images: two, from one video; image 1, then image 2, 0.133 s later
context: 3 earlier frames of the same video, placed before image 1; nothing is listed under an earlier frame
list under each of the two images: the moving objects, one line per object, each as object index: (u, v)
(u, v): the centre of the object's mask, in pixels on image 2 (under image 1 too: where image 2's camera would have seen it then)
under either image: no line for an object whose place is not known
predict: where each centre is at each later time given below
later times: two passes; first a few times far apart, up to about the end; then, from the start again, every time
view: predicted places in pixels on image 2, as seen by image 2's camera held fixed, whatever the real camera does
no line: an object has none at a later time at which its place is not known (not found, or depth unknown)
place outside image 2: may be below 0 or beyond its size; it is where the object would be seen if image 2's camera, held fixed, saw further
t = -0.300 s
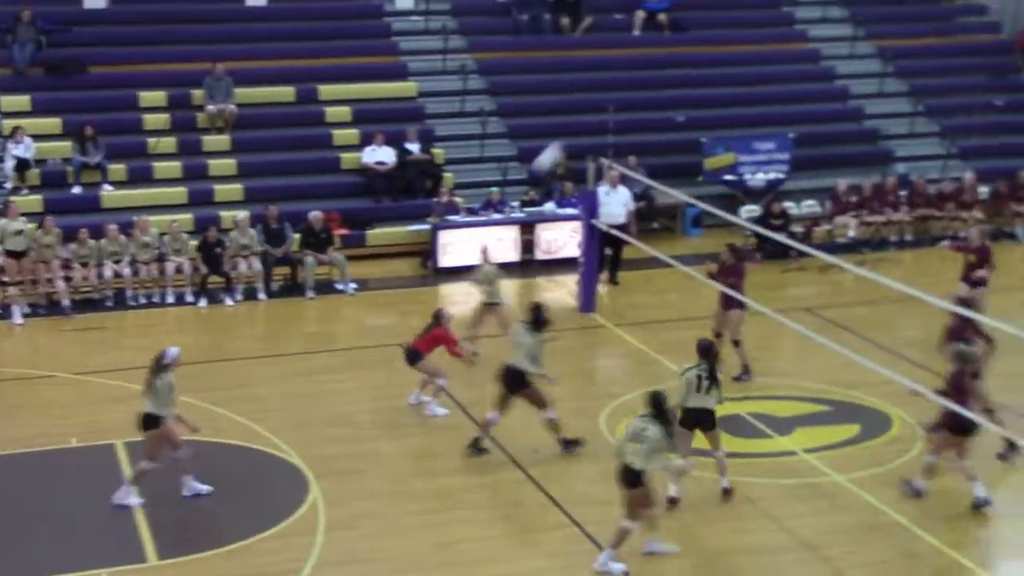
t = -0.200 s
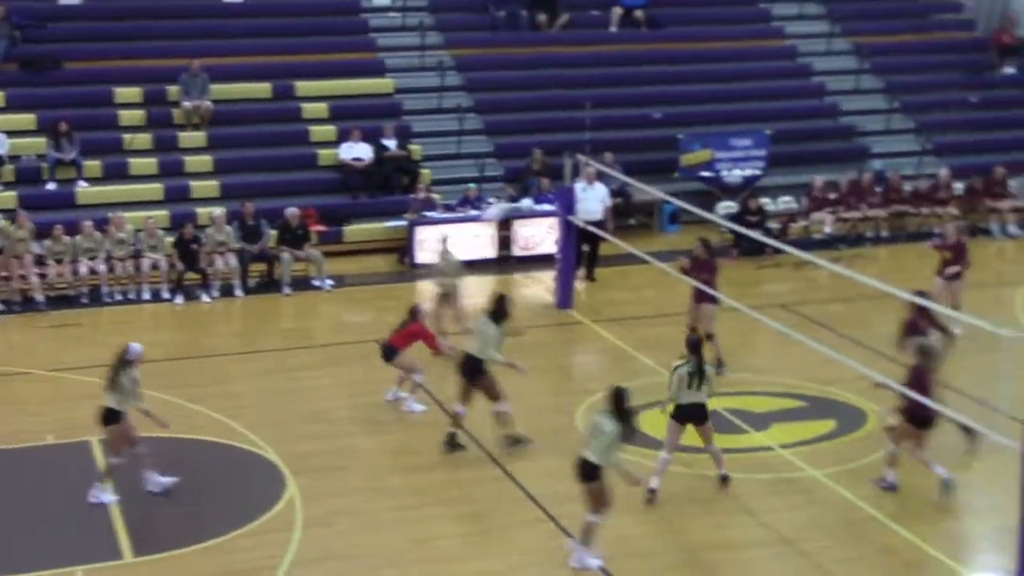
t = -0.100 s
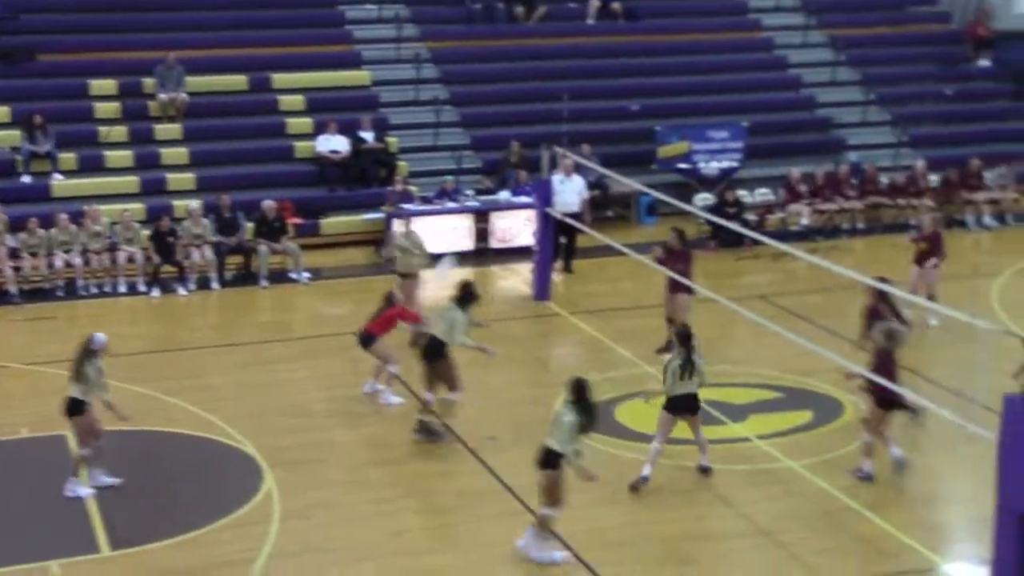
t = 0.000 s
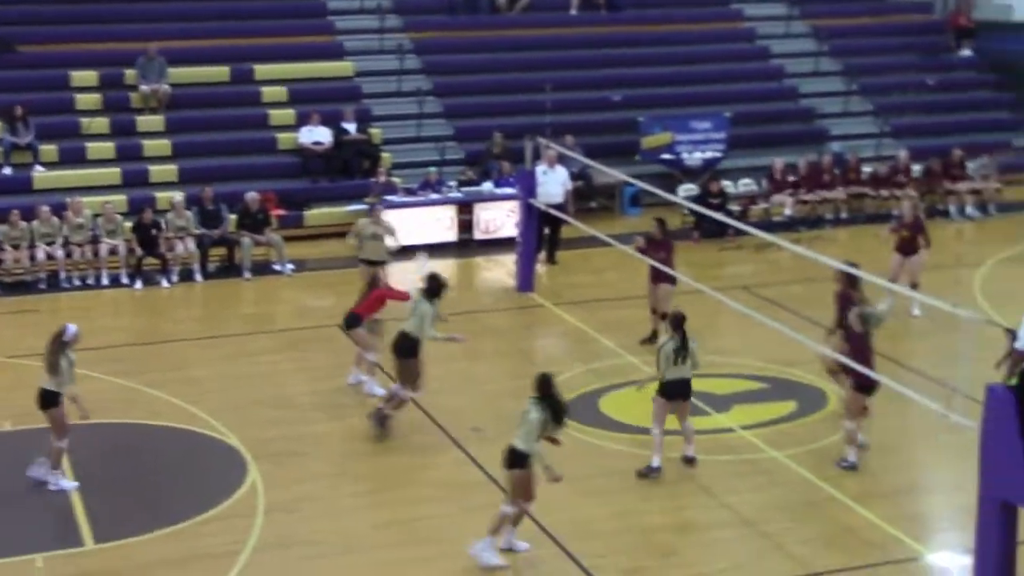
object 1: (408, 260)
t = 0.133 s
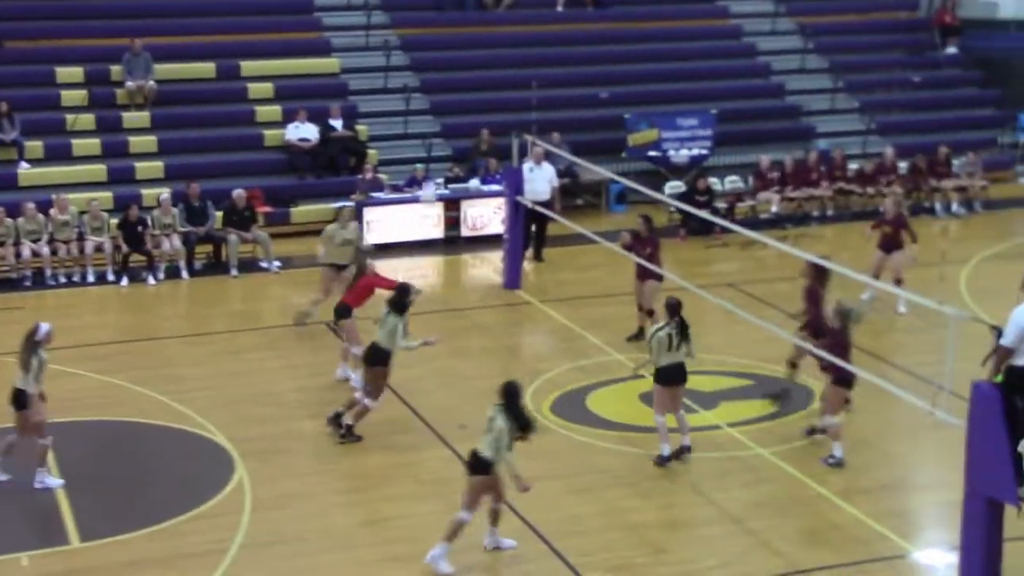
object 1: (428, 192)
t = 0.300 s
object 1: (457, 124)
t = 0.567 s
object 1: (502, 58)
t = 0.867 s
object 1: (555, 58)
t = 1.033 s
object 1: (585, 94)
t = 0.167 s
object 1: (434, 178)
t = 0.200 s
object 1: (439, 164)
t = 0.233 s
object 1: (446, 149)
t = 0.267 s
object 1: (452, 136)
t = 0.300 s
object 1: (457, 124)
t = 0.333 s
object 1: (462, 112)
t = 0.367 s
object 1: (468, 102)
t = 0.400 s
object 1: (474, 92)
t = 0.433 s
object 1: (479, 83)
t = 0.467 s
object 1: (485, 76)
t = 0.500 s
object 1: (491, 69)
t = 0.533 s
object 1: (497, 63)
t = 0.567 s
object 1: (502, 58)
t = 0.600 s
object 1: (508, 54)
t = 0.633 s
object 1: (515, 51)
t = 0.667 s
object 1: (520, 49)
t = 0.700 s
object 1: (526, 48)
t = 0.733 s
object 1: (532, 49)
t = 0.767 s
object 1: (538, 49)
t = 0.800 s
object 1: (544, 51)
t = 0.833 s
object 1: (550, 55)
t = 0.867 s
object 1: (555, 58)
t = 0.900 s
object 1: (561, 63)
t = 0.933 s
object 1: (567, 70)
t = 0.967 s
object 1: (573, 77)
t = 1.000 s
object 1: (579, 85)
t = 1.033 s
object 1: (585, 94)
